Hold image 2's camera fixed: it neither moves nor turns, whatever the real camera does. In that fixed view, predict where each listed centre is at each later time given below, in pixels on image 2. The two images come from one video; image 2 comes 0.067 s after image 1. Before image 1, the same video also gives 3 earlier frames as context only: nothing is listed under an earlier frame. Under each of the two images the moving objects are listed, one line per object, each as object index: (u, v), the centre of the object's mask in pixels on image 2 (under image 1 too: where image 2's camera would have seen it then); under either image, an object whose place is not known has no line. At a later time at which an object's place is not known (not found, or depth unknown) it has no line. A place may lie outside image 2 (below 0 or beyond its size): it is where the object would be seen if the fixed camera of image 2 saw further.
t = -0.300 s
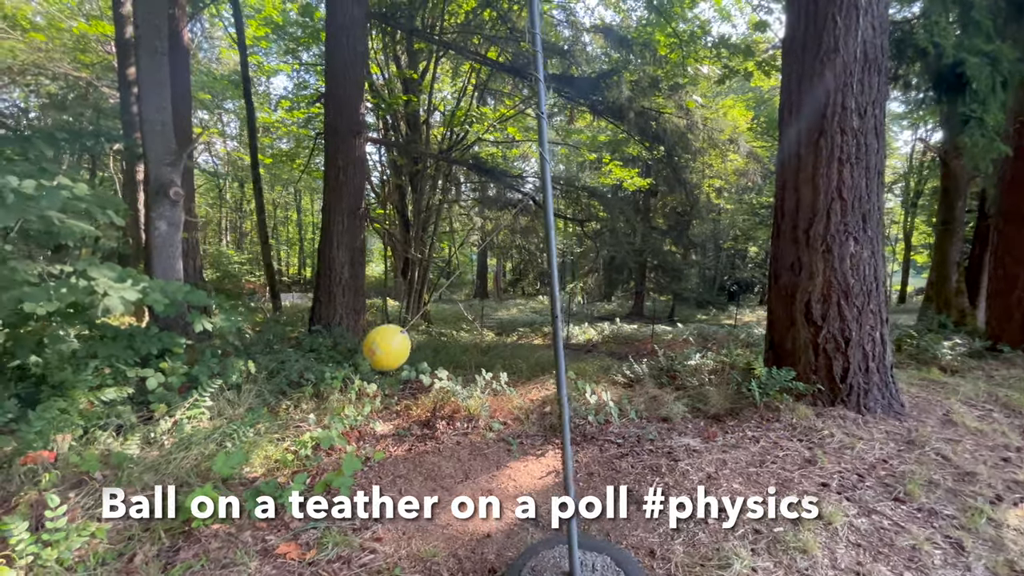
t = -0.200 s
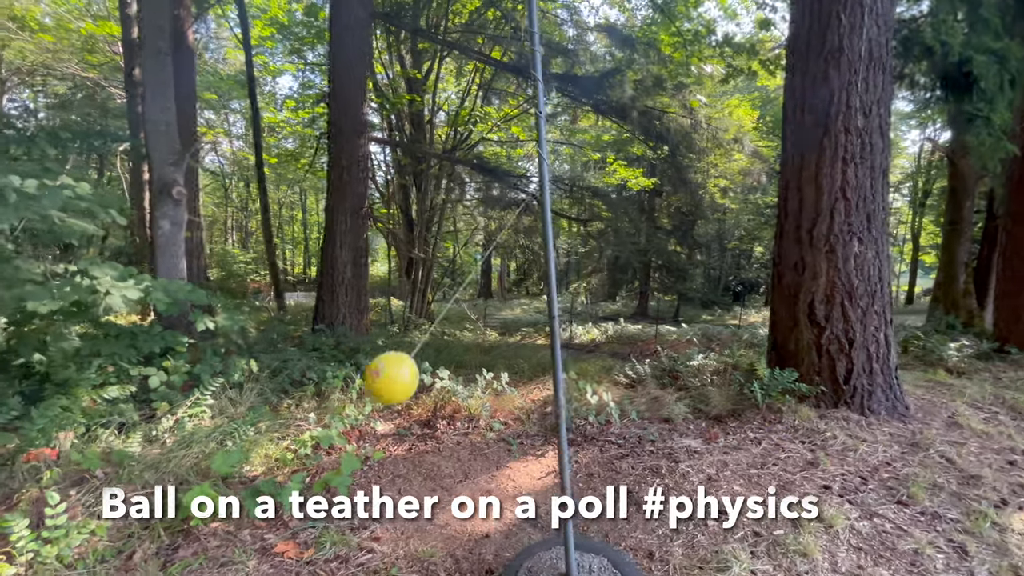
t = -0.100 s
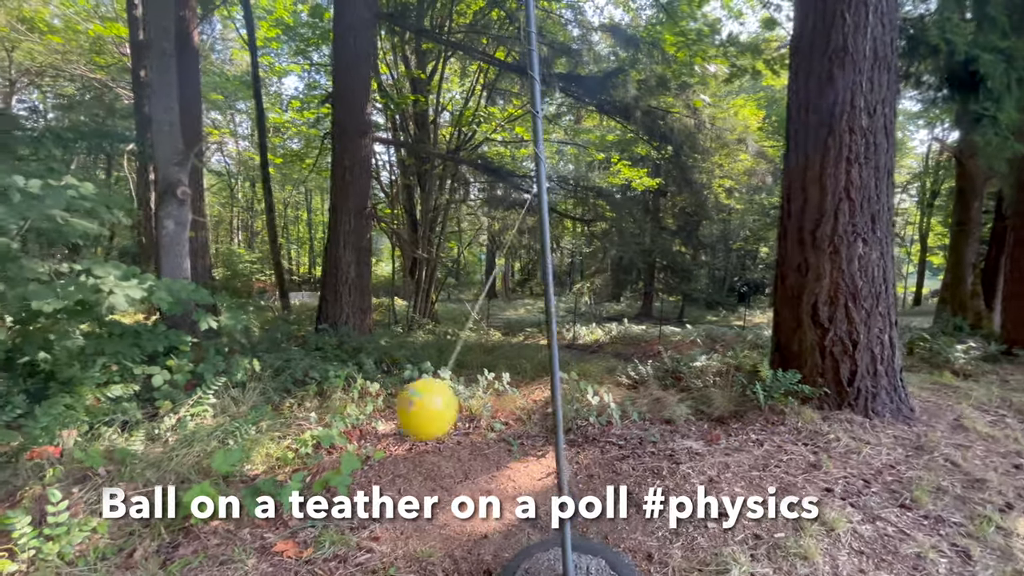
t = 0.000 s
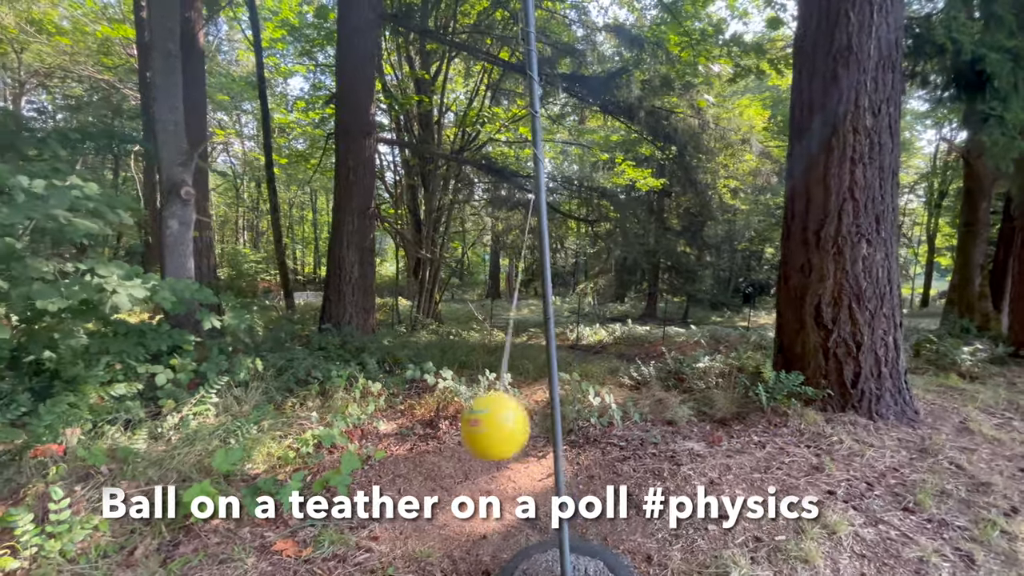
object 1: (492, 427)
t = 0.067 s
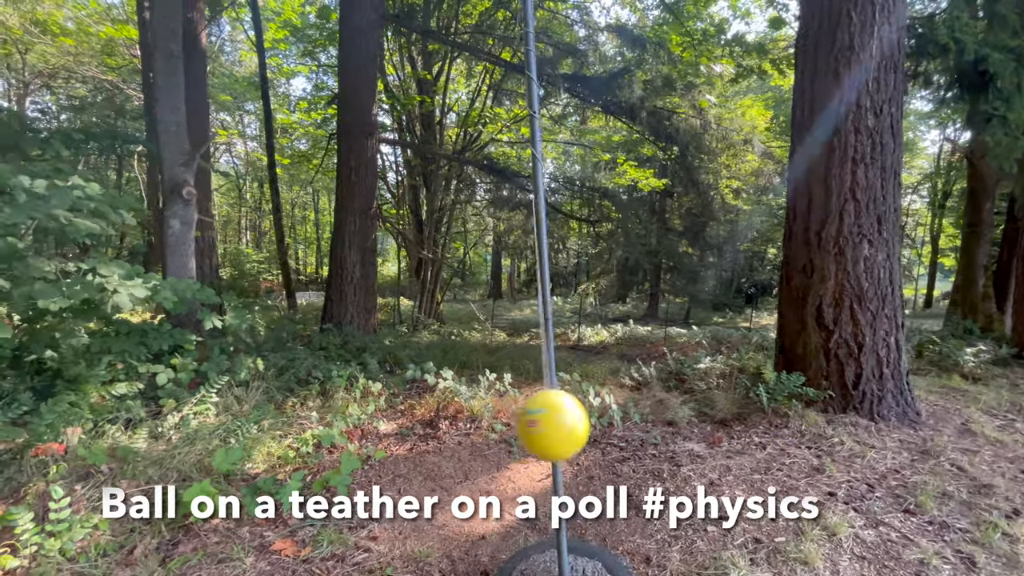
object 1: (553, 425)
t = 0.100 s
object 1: (583, 421)
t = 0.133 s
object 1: (613, 415)
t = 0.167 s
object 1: (640, 406)
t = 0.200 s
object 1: (663, 397)
